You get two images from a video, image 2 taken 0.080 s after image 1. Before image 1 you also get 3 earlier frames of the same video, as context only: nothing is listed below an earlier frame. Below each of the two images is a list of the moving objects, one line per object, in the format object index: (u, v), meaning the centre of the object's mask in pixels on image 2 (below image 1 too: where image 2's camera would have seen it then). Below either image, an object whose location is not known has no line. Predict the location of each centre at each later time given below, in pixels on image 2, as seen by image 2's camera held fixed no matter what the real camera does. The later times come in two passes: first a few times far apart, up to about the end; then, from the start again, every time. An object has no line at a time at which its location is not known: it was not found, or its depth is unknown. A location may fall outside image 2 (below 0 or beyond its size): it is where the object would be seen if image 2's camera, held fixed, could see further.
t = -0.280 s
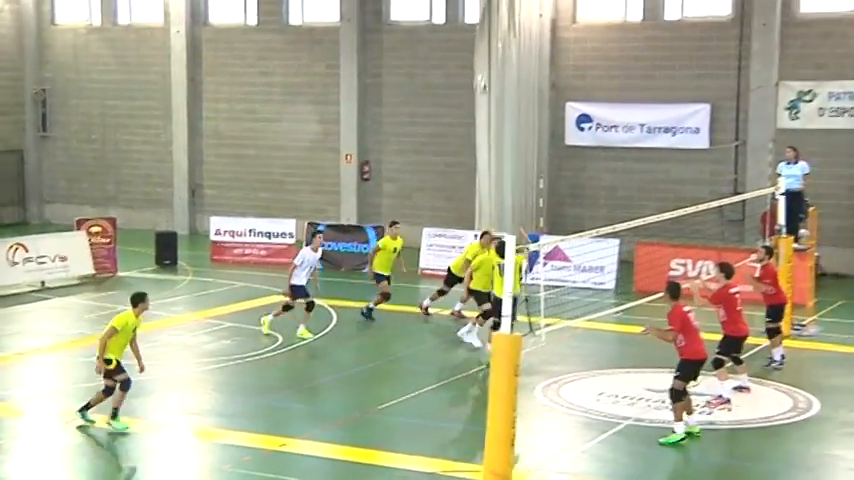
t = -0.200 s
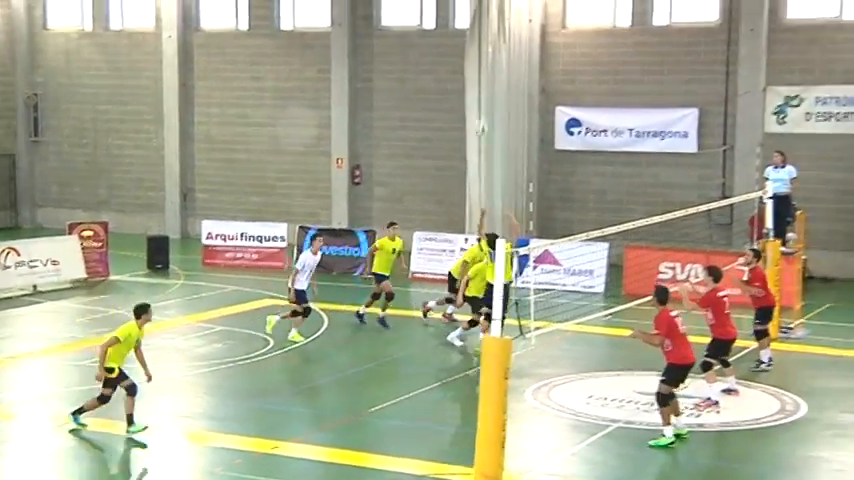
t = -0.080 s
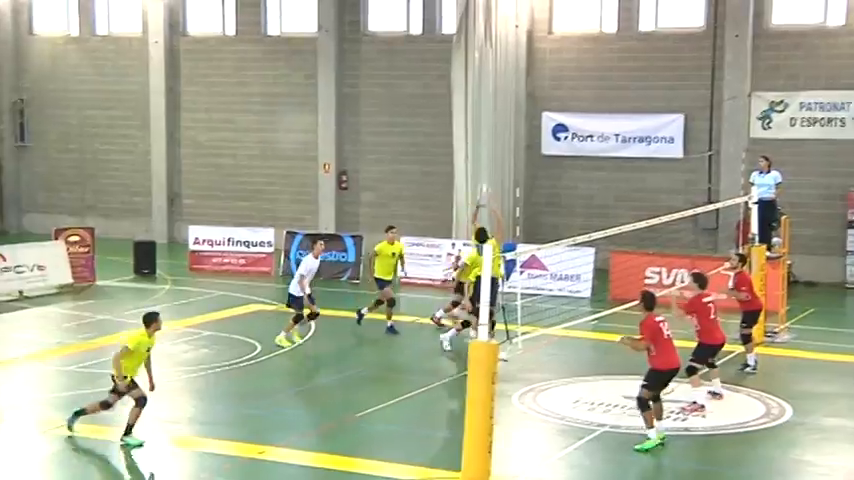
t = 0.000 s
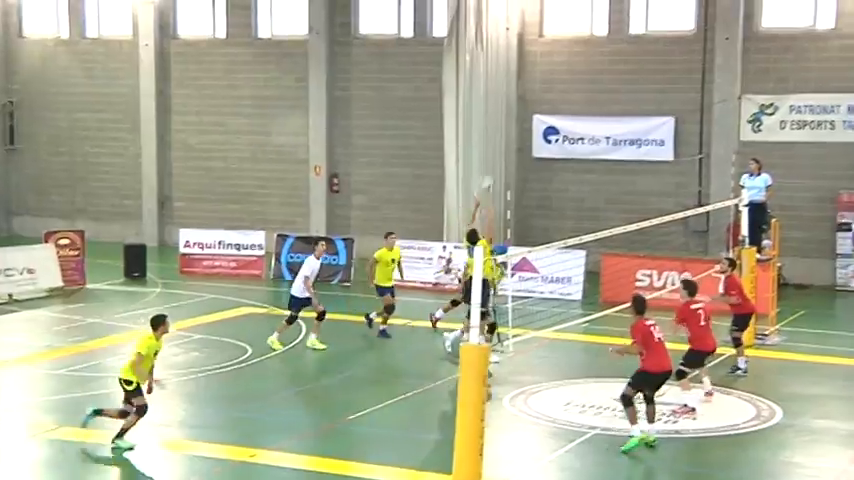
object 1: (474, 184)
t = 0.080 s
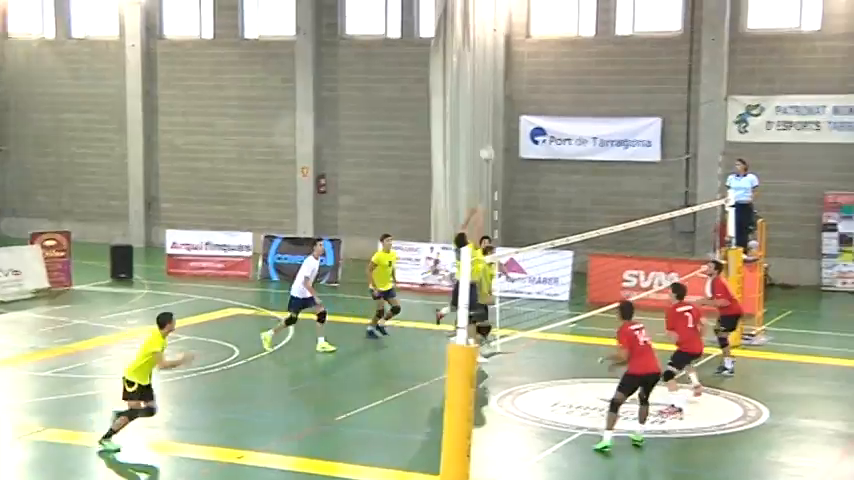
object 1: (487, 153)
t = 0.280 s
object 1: (520, 101)
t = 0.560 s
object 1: (562, 77)
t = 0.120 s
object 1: (494, 140)
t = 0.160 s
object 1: (501, 129)
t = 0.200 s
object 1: (507, 119)
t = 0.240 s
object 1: (513, 109)
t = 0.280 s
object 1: (520, 101)
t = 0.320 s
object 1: (526, 95)
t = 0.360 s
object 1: (532, 88)
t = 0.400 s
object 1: (539, 84)
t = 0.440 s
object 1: (545, 81)
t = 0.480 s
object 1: (551, 79)
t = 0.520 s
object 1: (556, 78)
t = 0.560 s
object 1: (562, 77)
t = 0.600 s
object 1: (568, 78)
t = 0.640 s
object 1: (574, 80)
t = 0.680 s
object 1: (579, 82)
